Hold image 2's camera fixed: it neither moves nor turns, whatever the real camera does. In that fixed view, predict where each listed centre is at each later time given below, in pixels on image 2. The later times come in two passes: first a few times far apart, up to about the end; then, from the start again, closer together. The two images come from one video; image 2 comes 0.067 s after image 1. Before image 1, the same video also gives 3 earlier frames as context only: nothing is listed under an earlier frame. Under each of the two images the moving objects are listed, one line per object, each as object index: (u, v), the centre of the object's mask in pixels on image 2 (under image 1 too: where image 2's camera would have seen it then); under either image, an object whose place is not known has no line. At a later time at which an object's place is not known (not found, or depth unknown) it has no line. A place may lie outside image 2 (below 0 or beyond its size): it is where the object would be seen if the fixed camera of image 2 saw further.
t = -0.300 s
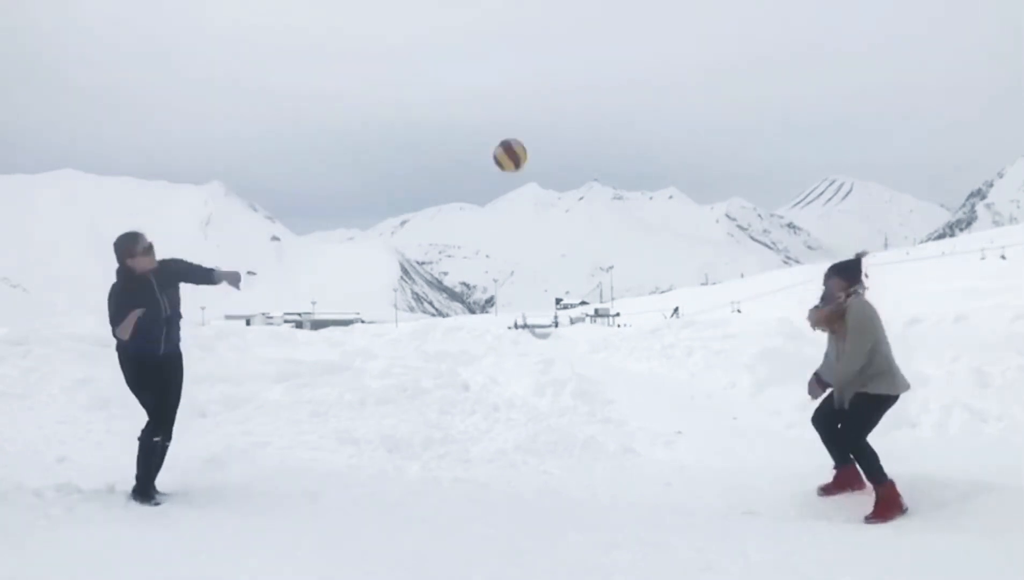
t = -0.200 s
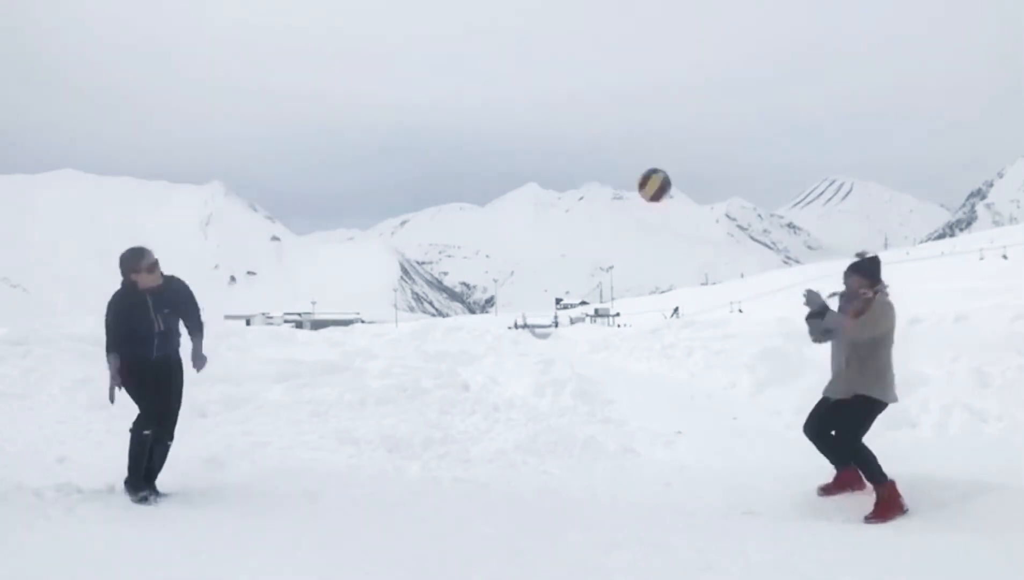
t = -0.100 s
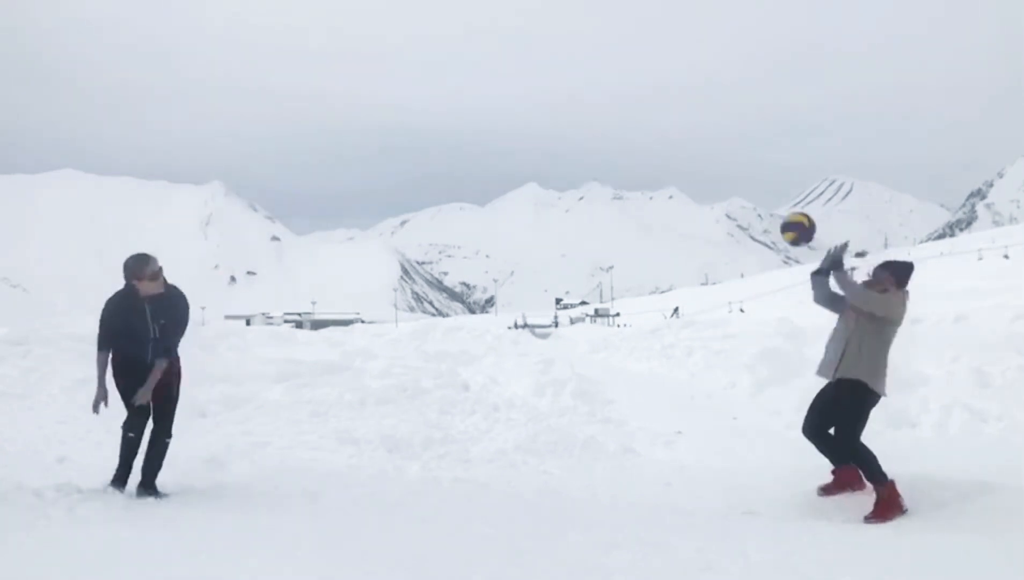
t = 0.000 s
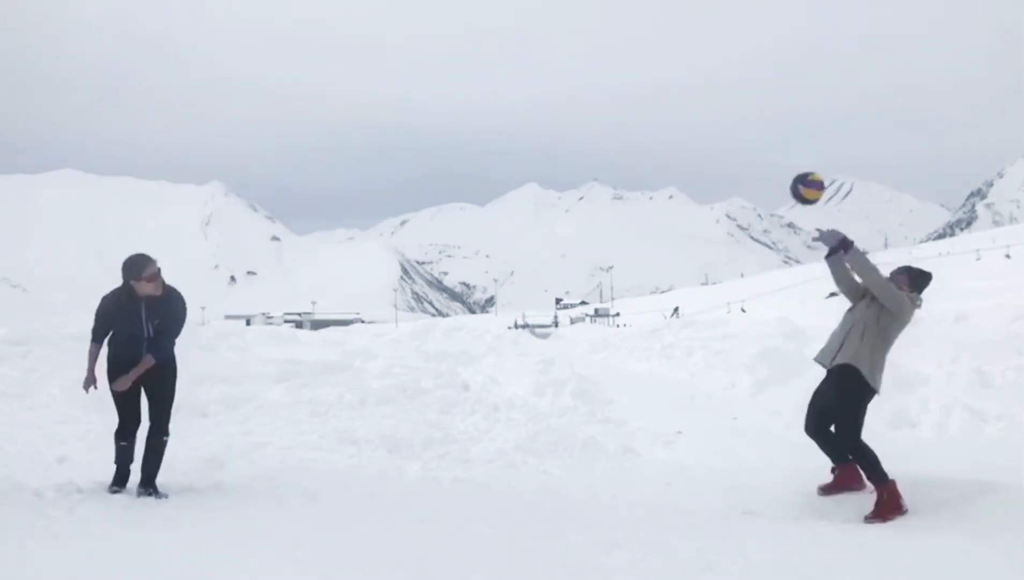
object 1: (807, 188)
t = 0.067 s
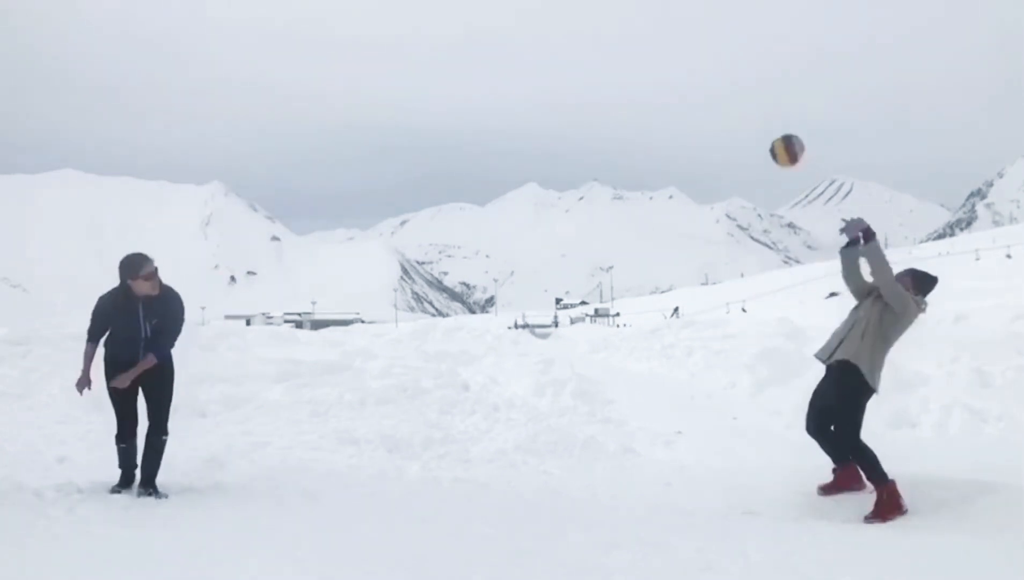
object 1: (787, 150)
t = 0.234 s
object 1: (739, 90)
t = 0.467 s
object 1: (676, 78)
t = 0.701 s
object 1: (618, 143)
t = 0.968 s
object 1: (556, 300)
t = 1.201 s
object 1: (516, 452)
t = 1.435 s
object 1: (535, 347)
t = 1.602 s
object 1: (549, 315)
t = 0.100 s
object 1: (777, 135)
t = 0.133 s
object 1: (768, 121)
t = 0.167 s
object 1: (758, 108)
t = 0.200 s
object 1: (748, 98)
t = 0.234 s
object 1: (739, 90)
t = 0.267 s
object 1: (730, 82)
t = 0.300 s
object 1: (720, 77)
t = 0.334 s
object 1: (711, 74)
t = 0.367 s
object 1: (703, 73)
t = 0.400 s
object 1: (694, 72)
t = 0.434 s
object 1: (685, 74)
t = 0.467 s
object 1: (676, 78)
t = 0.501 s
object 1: (668, 82)
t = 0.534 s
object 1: (659, 89)
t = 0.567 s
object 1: (651, 96)
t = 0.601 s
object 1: (643, 106)
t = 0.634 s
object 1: (634, 117)
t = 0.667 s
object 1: (626, 129)
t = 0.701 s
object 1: (618, 143)
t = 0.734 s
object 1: (610, 158)
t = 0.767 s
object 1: (602, 174)
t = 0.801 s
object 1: (594, 192)
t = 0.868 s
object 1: (579, 231)
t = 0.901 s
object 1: (571, 253)
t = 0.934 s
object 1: (564, 276)
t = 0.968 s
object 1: (556, 300)
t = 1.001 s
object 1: (549, 325)
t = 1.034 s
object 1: (542, 352)
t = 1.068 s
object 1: (535, 379)
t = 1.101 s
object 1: (528, 408)
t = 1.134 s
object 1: (521, 438)
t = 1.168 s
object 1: (514, 470)
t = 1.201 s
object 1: (516, 452)
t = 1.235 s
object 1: (519, 433)
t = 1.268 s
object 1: (522, 415)
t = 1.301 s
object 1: (525, 398)
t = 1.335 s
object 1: (528, 383)
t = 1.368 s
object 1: (530, 369)
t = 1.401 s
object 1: (533, 357)
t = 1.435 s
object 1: (535, 347)
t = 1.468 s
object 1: (538, 338)
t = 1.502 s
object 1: (541, 330)
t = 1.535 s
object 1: (543, 324)
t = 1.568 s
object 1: (545, 321)
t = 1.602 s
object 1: (549, 315)
